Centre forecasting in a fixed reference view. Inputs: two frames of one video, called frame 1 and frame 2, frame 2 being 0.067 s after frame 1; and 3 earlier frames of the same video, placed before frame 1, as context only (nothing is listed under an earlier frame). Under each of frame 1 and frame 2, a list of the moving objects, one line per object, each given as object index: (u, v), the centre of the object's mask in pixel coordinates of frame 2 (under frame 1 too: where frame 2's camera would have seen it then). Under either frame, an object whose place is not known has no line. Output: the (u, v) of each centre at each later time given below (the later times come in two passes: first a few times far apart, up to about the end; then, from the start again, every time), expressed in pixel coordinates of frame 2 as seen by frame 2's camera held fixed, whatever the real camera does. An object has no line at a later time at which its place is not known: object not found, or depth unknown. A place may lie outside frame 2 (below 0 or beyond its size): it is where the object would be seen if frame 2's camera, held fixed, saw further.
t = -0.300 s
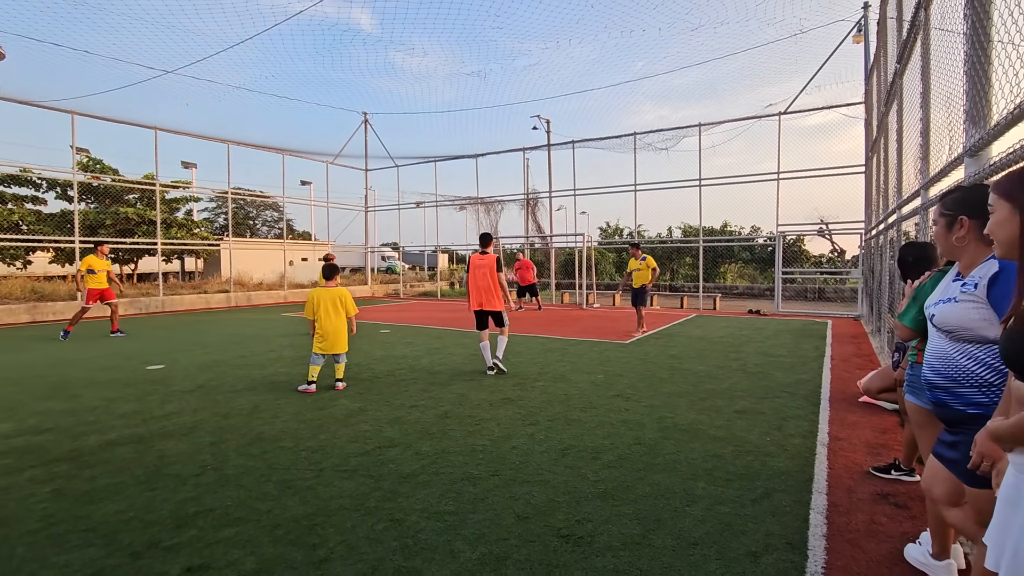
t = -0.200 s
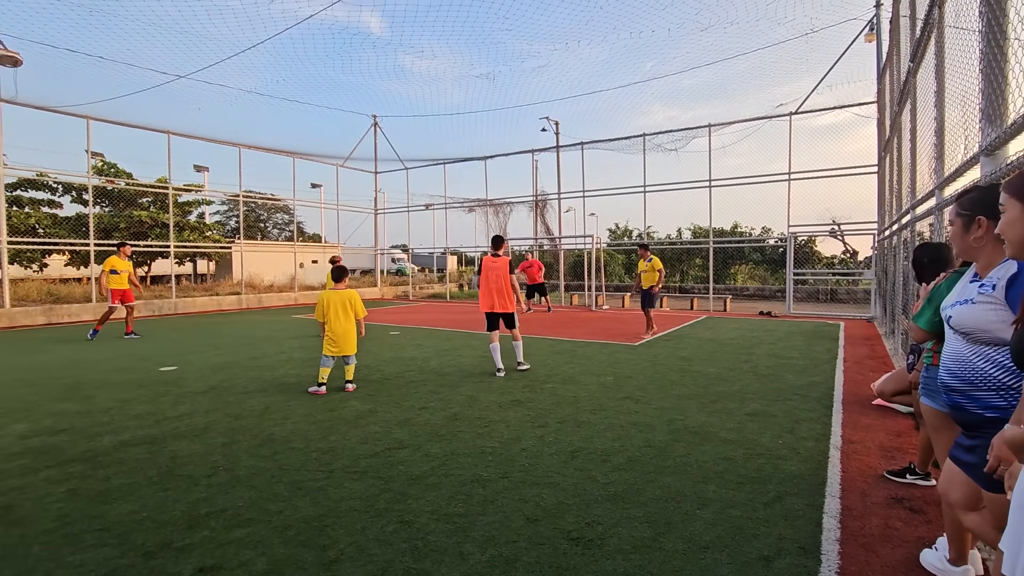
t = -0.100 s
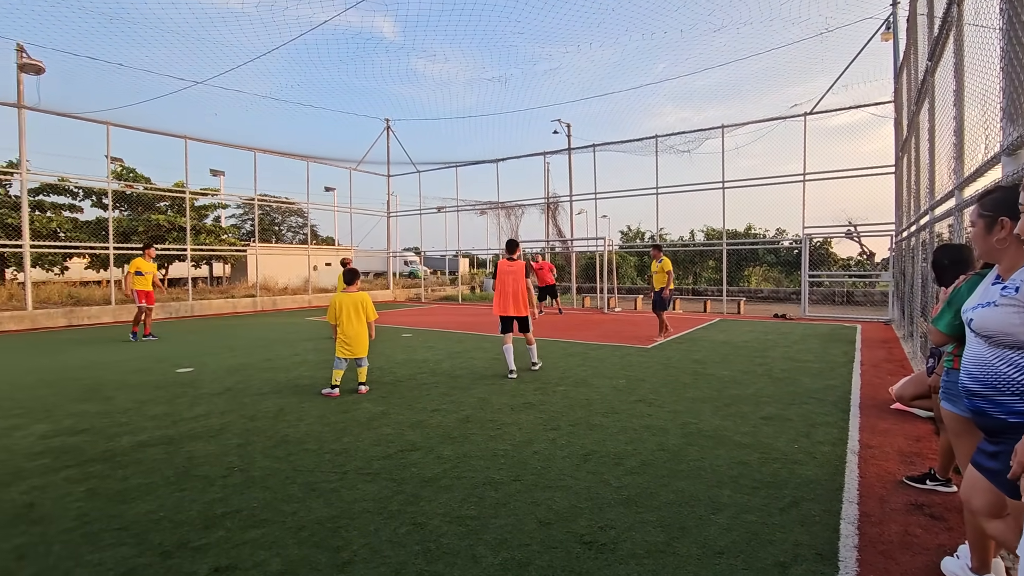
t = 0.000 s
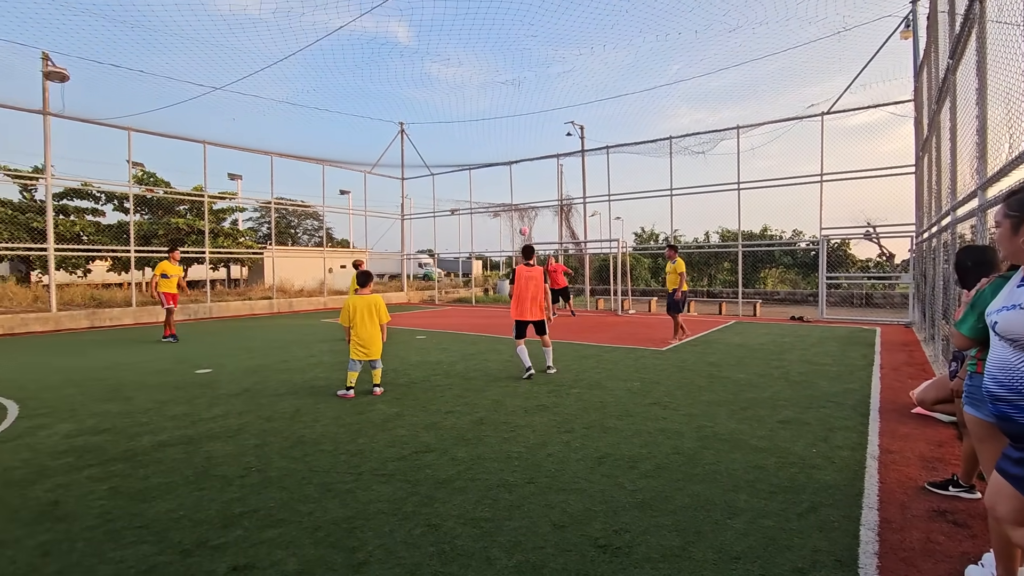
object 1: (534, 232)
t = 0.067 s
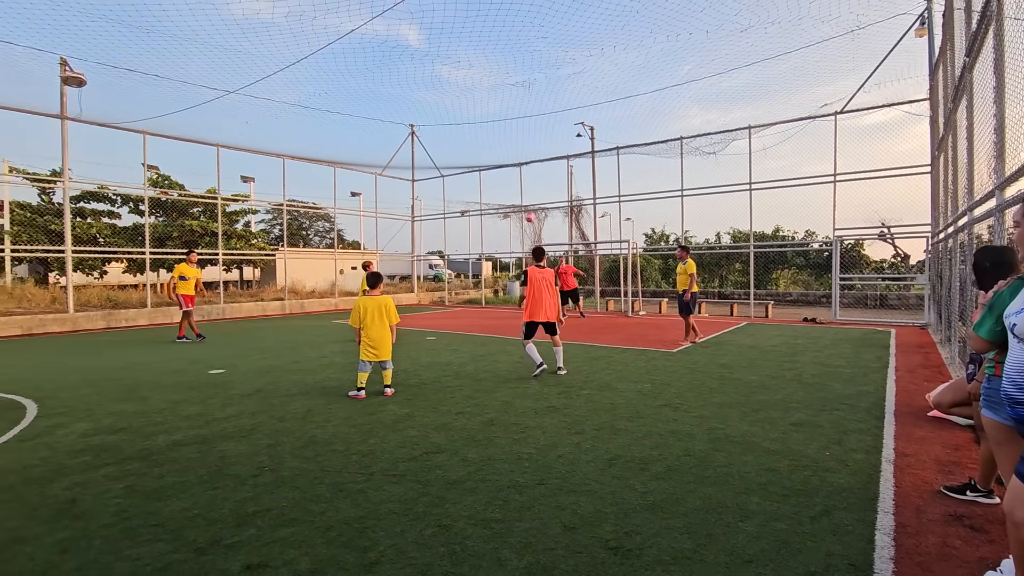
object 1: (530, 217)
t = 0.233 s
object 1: (518, 183)
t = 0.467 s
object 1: (494, 144)
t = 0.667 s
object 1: (463, 127)
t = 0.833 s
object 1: (422, 138)
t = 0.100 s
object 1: (527, 210)
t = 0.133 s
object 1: (525, 204)
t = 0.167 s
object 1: (523, 196)
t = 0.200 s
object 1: (520, 190)
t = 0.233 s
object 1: (518, 183)
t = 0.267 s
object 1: (515, 176)
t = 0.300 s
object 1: (512, 170)
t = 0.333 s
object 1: (509, 164)
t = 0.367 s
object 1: (505, 159)
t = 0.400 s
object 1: (502, 154)
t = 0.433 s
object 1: (498, 149)
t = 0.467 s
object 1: (494, 144)
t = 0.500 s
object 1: (490, 139)
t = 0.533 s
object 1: (484, 136)
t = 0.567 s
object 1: (480, 133)
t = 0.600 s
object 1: (474, 131)
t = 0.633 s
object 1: (469, 129)
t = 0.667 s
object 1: (463, 127)
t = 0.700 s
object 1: (456, 127)
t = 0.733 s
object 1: (449, 128)
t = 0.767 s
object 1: (441, 130)
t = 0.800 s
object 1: (432, 134)
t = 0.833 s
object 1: (422, 138)
